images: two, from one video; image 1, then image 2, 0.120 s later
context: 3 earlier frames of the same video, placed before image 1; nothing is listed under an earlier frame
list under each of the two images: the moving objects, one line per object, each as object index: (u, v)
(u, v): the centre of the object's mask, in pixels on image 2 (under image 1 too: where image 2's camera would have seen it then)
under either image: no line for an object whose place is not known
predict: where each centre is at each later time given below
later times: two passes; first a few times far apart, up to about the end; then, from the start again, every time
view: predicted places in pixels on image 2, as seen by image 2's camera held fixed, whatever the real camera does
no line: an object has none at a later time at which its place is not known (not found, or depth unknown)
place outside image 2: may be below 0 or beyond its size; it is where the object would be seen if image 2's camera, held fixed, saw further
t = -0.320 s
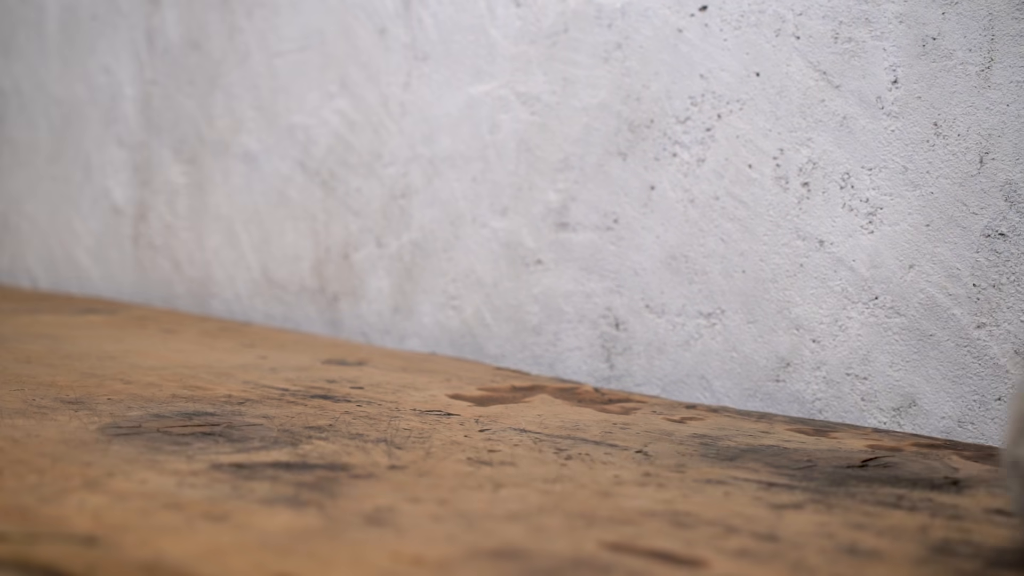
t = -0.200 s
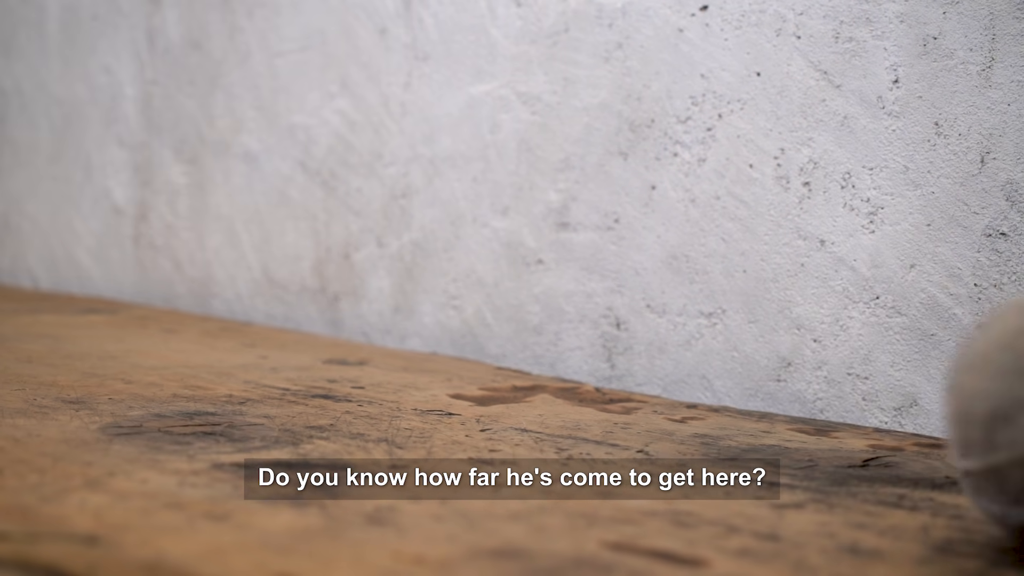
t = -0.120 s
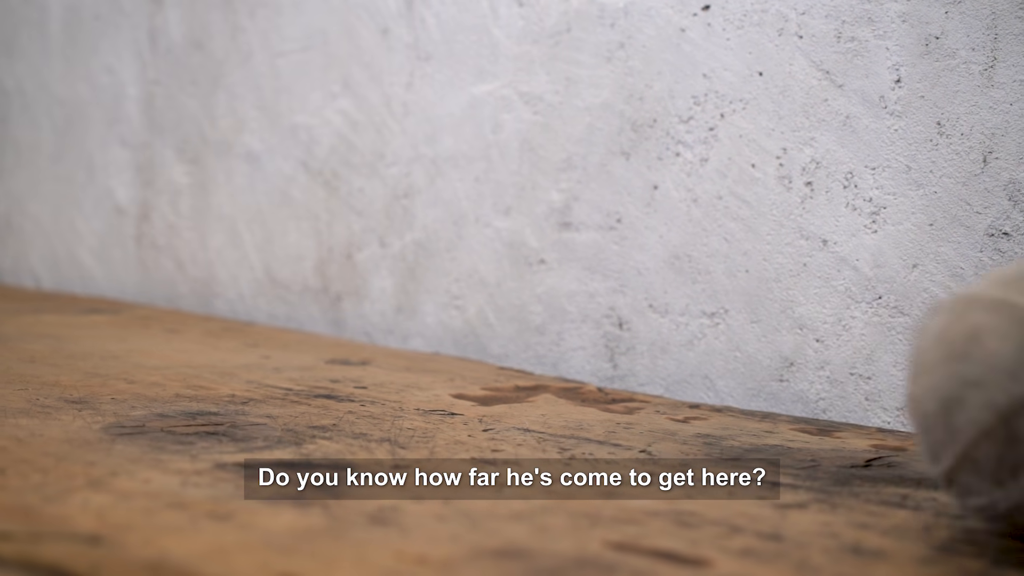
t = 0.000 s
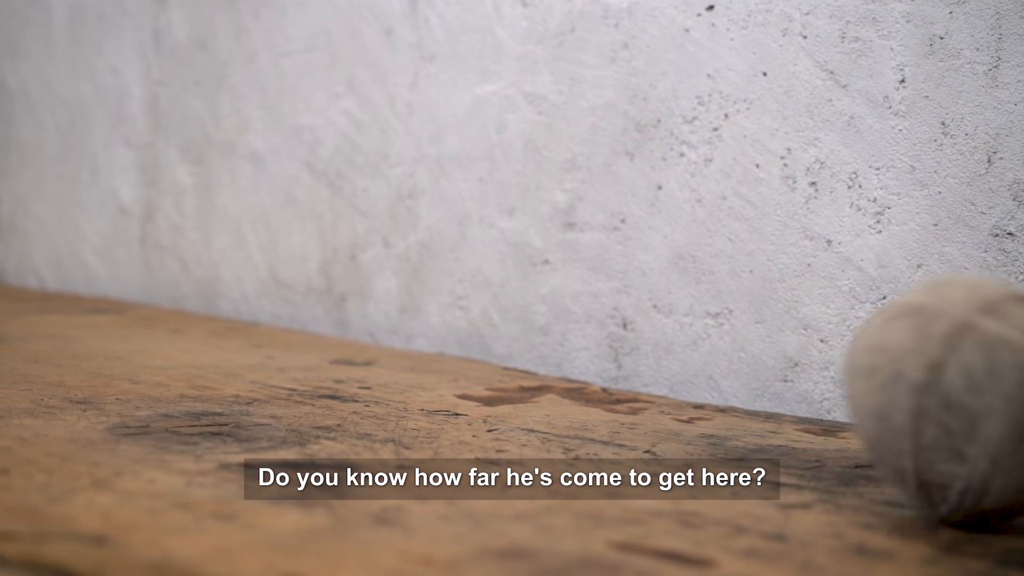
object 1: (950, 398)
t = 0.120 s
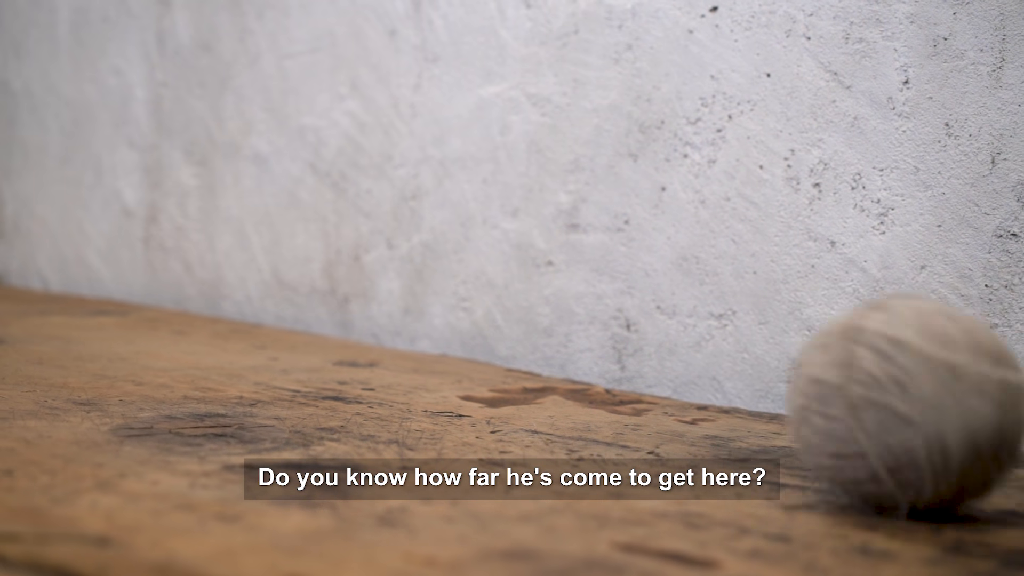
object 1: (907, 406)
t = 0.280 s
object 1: (838, 393)
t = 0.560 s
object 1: (729, 369)
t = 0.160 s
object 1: (890, 399)
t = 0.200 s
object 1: (872, 395)
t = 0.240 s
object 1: (856, 392)
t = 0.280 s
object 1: (838, 393)
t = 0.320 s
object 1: (823, 391)
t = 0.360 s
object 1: (807, 385)
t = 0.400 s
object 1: (792, 377)
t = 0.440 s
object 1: (776, 372)
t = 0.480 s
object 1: (760, 368)
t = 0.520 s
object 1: (744, 368)
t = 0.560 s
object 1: (729, 369)
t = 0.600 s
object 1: (713, 371)
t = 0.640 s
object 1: (698, 374)
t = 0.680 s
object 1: (683, 372)
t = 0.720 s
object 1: (668, 371)
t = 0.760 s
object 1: (653, 372)
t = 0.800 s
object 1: (639, 372)
